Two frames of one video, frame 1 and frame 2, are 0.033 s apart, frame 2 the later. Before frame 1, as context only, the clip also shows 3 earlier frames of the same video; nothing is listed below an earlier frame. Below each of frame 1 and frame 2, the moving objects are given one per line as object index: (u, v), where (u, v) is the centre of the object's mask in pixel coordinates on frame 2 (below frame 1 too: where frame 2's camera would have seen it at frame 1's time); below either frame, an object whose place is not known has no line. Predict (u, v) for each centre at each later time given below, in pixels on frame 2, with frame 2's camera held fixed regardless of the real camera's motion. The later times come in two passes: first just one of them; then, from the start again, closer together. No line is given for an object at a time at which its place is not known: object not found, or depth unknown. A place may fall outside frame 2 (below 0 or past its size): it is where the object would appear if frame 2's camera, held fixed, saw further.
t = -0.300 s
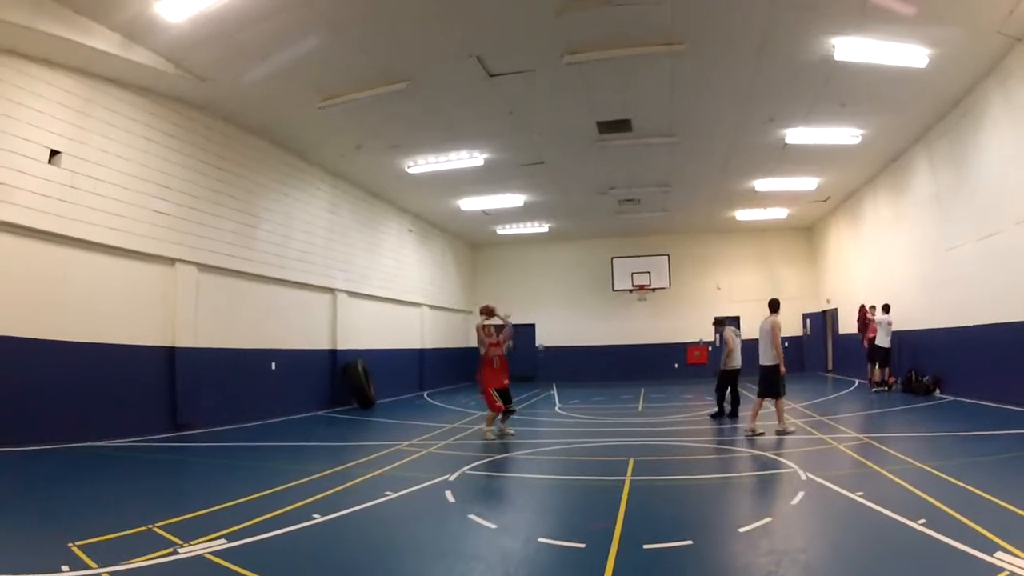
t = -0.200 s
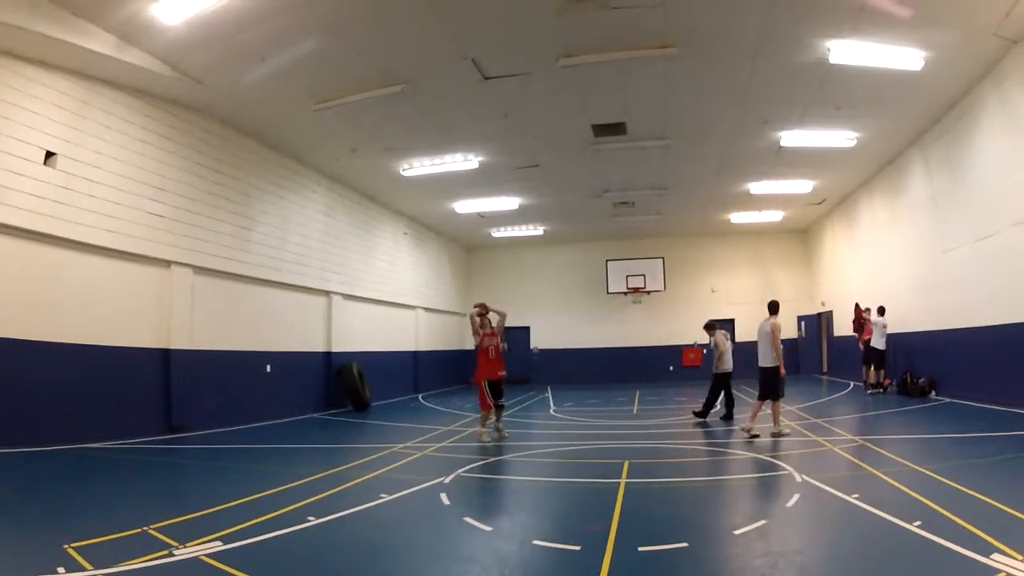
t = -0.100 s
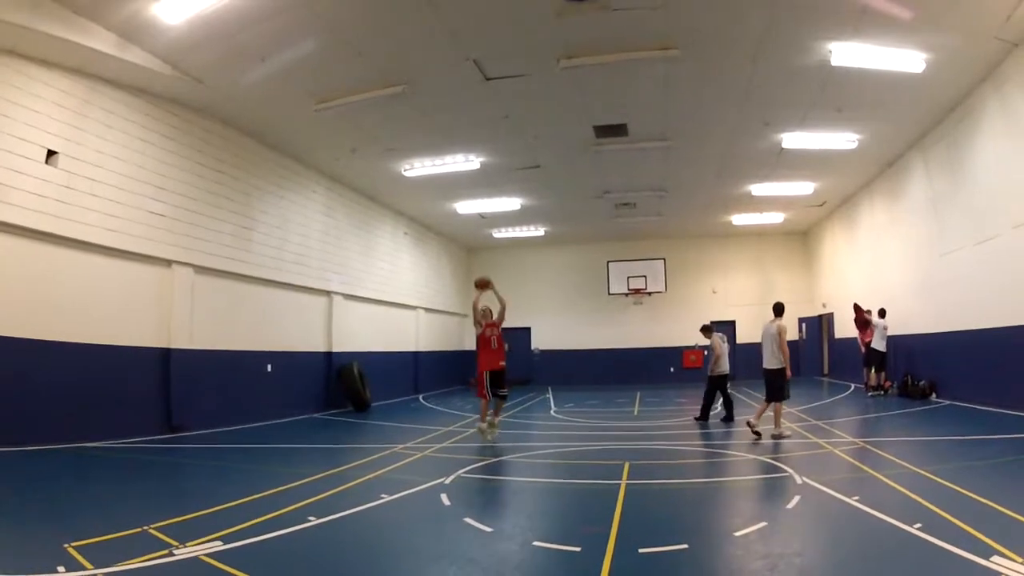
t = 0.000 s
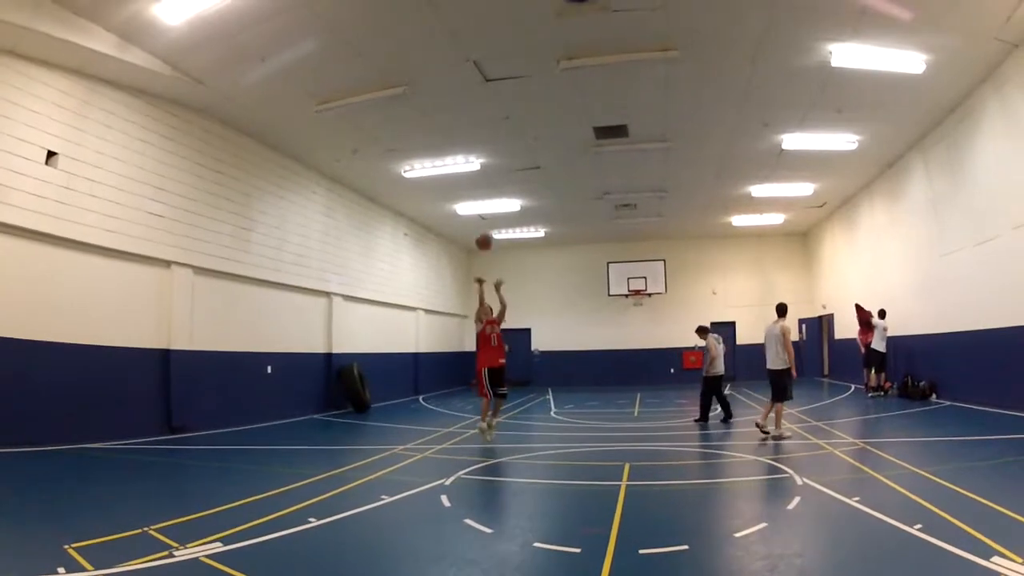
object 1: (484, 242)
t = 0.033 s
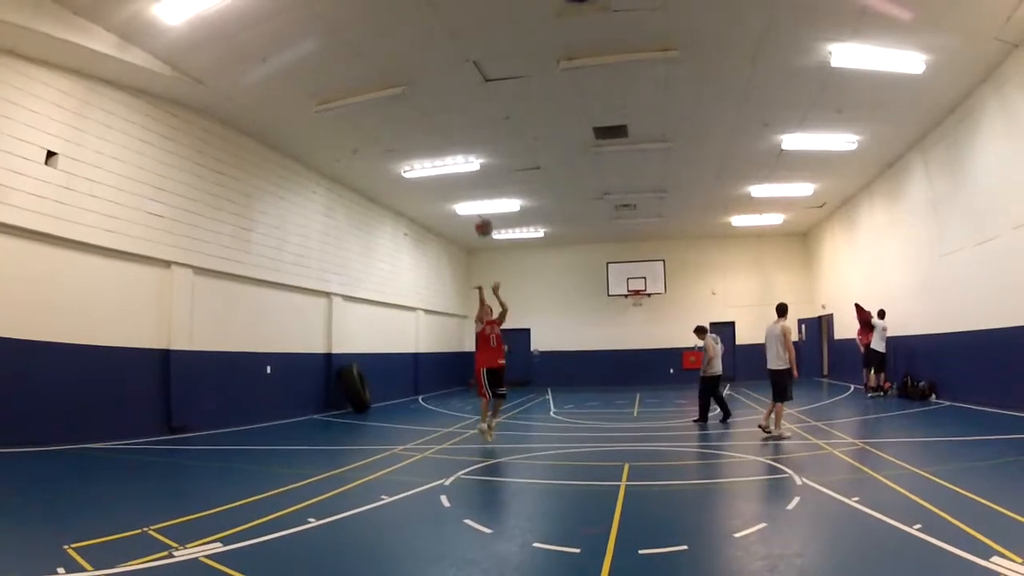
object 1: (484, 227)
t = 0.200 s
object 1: (489, 152)
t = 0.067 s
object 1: (484, 213)
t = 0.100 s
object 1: (485, 195)
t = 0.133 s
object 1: (486, 182)
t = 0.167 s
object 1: (487, 168)
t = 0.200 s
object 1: (489, 152)
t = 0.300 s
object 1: (495, 109)
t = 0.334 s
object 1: (497, 94)
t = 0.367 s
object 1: (499, 80)
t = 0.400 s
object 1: (503, 66)
